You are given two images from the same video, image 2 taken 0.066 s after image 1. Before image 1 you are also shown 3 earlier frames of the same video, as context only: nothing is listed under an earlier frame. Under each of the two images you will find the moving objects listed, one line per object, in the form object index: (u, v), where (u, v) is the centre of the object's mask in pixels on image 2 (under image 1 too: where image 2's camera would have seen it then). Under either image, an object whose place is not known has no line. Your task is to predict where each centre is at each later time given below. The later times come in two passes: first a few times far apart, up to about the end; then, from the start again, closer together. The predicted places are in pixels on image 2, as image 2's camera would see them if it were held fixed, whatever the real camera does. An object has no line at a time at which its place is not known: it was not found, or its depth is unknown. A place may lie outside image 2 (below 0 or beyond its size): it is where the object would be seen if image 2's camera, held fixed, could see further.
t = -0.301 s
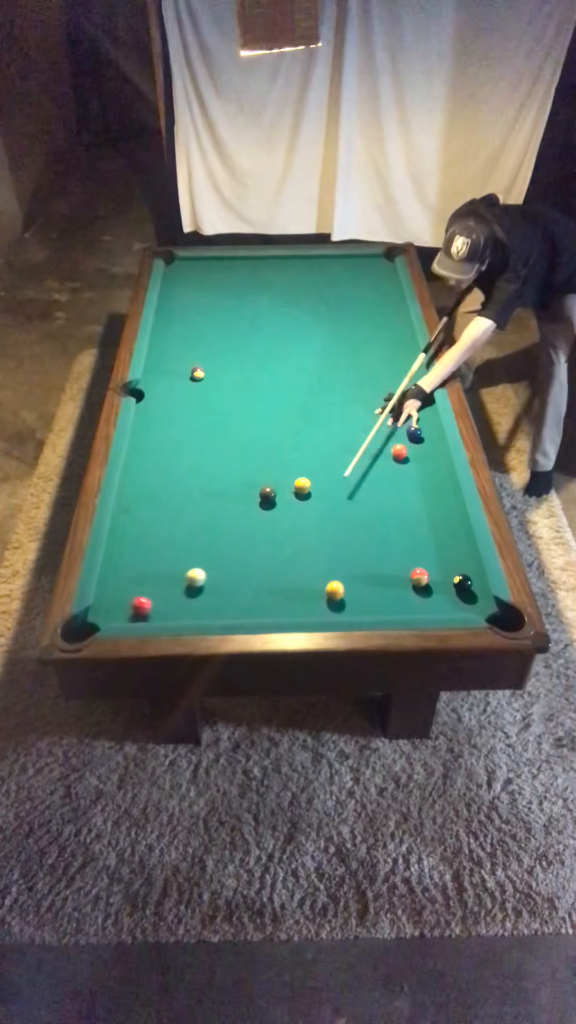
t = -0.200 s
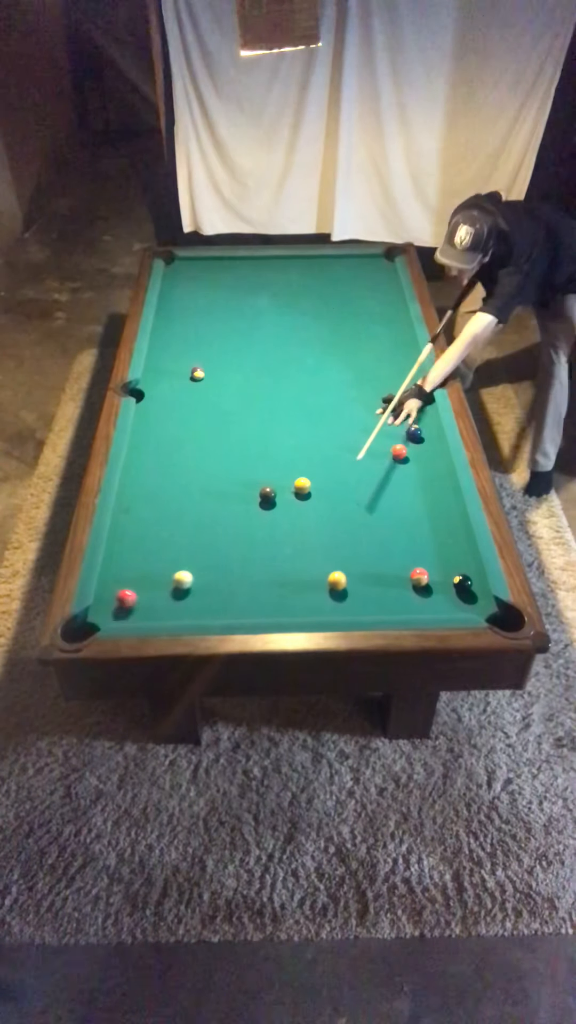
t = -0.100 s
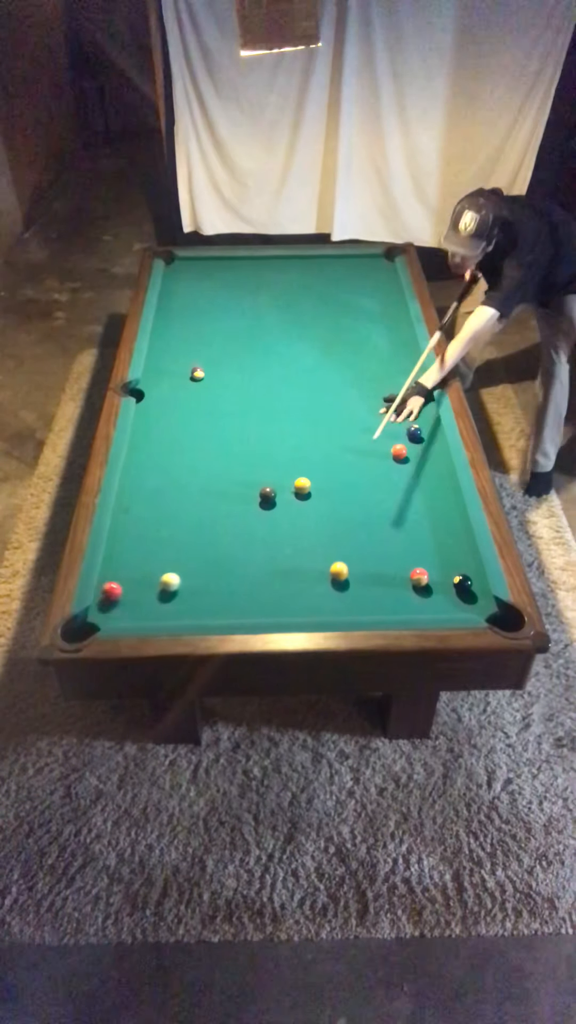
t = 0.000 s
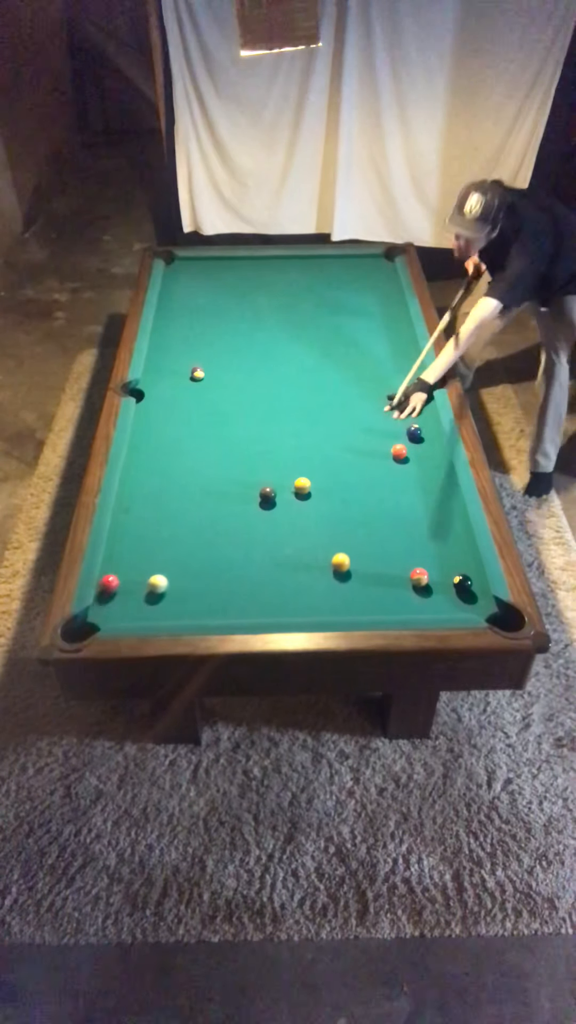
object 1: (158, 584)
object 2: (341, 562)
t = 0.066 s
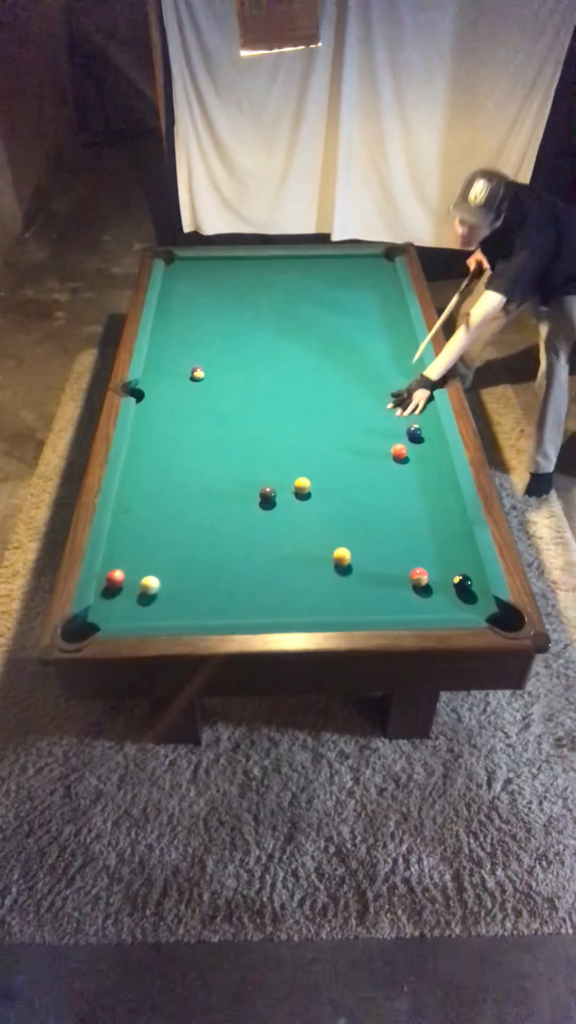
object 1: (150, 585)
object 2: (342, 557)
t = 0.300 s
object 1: (123, 589)
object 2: (345, 538)
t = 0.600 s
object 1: (110, 591)
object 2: (348, 517)
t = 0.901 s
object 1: (123, 590)
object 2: (351, 499)
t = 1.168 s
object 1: (133, 589)
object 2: (352, 486)
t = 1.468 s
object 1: (139, 586)
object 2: (354, 473)
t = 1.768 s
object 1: (143, 583)
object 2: (356, 462)
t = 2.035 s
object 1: (144, 582)
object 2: (358, 453)
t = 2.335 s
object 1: (144, 581)
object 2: (360, 445)
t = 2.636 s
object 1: (144, 581)
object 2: (362, 438)
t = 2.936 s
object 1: (144, 581)
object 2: (364, 433)
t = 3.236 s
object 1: (144, 581)
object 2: (366, 429)
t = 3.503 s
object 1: (144, 582)
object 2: (367, 427)
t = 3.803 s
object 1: (144, 582)
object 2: (368, 426)
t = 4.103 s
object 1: (144, 582)
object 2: (368, 426)
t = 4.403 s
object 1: (144, 582)
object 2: (368, 426)
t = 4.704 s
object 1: (144, 581)
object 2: (368, 426)
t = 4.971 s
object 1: (144, 582)
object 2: (368, 426)
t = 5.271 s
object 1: (144, 582)
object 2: (368, 426)
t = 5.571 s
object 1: (144, 582)
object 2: (368, 426)
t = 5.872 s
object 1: (144, 582)
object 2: (368, 426)
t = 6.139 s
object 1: (144, 582)
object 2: (368, 426)
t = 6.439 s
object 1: (144, 582)
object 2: (368, 426)
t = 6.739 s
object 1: (144, 582)
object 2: (368, 426)
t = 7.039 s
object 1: (144, 582)
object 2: (368, 426)
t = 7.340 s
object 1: (144, 582)
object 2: (368, 426)
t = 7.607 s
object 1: (144, 582)
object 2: (368, 426)
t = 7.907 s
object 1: (144, 582)
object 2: (368, 426)
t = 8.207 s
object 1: (144, 582)
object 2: (368, 426)
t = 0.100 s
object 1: (145, 586)
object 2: (342, 554)
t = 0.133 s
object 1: (142, 587)
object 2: (343, 551)
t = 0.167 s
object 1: (138, 587)
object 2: (343, 549)
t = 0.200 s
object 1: (134, 588)
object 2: (344, 546)
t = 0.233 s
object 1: (130, 588)
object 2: (344, 543)
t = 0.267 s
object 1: (126, 589)
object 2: (345, 541)
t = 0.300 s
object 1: (123, 589)
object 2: (345, 538)
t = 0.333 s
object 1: (119, 590)
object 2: (346, 536)
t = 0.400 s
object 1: (112, 590)
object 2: (346, 531)
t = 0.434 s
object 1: (108, 591)
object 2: (347, 528)
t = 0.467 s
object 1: (105, 591)
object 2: (347, 526)
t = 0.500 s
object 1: (105, 591)
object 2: (348, 524)
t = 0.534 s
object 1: (107, 591)
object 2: (348, 522)
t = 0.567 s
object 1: (108, 591)
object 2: (348, 520)
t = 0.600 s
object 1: (110, 591)
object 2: (348, 517)
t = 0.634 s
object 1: (112, 591)
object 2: (349, 515)
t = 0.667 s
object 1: (114, 591)
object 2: (349, 513)
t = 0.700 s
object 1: (115, 591)
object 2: (349, 511)
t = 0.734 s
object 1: (116, 591)
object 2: (349, 509)
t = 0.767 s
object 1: (118, 591)
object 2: (350, 507)
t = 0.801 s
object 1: (119, 590)
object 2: (350, 505)
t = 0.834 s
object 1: (121, 590)
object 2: (350, 503)
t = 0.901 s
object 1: (123, 590)
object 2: (351, 499)
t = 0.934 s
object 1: (125, 590)
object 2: (351, 498)
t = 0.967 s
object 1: (126, 590)
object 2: (351, 496)
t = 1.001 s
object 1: (127, 590)
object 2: (351, 494)
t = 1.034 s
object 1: (128, 589)
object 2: (352, 493)
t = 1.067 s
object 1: (130, 589)
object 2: (352, 491)
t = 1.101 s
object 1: (131, 589)
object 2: (352, 489)
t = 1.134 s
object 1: (132, 589)
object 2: (352, 487)
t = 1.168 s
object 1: (133, 589)
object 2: (352, 486)
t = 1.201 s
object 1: (134, 588)
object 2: (352, 484)
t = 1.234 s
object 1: (134, 588)
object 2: (353, 483)
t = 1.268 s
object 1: (135, 588)
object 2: (353, 481)
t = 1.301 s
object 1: (136, 588)
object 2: (353, 480)
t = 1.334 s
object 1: (137, 587)
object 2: (353, 478)
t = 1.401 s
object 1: (138, 587)
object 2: (354, 476)
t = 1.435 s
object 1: (139, 586)
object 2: (354, 474)
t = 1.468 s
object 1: (139, 586)
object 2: (354, 473)
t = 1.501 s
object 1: (140, 586)
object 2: (355, 471)
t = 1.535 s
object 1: (140, 585)
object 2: (355, 470)
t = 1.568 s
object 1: (141, 585)
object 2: (355, 469)
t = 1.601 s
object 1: (141, 585)
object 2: (355, 467)
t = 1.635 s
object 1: (142, 584)
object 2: (355, 466)
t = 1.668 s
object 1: (142, 584)
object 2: (356, 465)
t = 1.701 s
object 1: (142, 584)
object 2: (356, 464)
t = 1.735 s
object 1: (143, 583)
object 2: (356, 463)
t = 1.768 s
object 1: (143, 583)
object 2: (356, 462)
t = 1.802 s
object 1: (143, 583)
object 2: (356, 460)
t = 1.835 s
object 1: (143, 583)
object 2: (357, 459)
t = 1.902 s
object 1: (143, 582)
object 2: (357, 457)
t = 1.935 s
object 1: (144, 582)
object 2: (358, 456)
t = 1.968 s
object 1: (144, 582)
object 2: (358, 455)
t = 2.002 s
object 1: (144, 582)
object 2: (358, 454)
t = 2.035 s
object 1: (144, 582)
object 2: (358, 453)
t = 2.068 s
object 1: (144, 582)
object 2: (358, 452)
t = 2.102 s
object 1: (144, 582)
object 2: (359, 451)
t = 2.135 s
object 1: (144, 581)
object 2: (359, 450)
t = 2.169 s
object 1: (144, 581)
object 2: (359, 449)
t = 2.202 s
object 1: (144, 581)
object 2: (359, 448)
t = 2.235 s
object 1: (144, 581)
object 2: (359, 448)
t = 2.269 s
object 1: (144, 581)
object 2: (360, 447)
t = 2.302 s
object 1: (144, 581)
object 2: (360, 446)
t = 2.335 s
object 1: (144, 581)
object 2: (360, 445)
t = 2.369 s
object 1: (144, 581)
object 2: (360, 444)
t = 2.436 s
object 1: (144, 581)
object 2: (361, 443)
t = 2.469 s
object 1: (144, 581)
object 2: (361, 442)
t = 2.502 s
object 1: (144, 581)
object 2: (361, 441)
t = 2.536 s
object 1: (144, 581)
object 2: (362, 440)
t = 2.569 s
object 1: (144, 581)
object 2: (362, 440)
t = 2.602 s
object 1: (144, 581)
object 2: (362, 439)
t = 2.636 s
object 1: (144, 581)
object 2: (362, 438)
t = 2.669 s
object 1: (144, 581)
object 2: (362, 438)
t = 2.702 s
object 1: (144, 581)
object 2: (363, 437)
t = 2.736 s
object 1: (144, 581)
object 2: (363, 436)
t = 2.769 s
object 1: (144, 581)
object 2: (363, 436)
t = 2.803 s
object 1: (144, 581)
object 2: (363, 435)
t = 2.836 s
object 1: (144, 581)
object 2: (363, 435)
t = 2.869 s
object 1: (144, 581)
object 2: (364, 434)
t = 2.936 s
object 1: (144, 581)
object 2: (364, 433)
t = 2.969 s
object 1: (144, 581)
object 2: (364, 432)
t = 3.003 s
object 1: (144, 581)
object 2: (365, 432)
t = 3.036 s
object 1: (144, 581)
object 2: (365, 432)
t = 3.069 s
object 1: (144, 581)
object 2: (365, 431)
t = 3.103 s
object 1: (144, 581)
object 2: (365, 431)
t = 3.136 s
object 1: (144, 581)
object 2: (365, 430)
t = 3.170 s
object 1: (144, 581)
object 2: (365, 430)
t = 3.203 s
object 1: (144, 581)
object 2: (366, 430)
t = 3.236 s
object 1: (144, 581)
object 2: (366, 429)
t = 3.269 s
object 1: (144, 581)
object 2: (366, 429)
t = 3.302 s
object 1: (144, 582)
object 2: (366, 429)
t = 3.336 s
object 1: (144, 582)
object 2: (366, 428)
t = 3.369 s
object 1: (144, 582)
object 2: (367, 428)
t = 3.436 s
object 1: (144, 582)
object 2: (367, 428)
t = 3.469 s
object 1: (144, 582)
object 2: (367, 427)
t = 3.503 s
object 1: (144, 582)
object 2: (367, 427)
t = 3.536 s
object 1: (144, 582)
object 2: (367, 427)
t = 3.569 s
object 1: (144, 582)
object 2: (368, 427)
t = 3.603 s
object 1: (144, 582)
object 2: (368, 427)
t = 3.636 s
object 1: (144, 582)
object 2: (368, 426)
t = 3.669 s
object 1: (144, 581)
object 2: (368, 426)
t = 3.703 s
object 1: (144, 581)
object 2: (368, 426)
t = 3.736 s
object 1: (144, 582)
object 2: (368, 426)
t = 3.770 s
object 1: (144, 582)
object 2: (368, 426)
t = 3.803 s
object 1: (144, 582)
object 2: (368, 426)
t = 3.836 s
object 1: (144, 582)
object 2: (368, 426)
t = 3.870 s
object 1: (144, 582)
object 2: (368, 426)
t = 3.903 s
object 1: (144, 582)
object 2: (368, 426)
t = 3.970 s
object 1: (144, 582)
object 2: (368, 426)
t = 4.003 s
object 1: (144, 582)
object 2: (368, 426)
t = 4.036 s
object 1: (144, 582)
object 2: (368, 426)
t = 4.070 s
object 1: (144, 582)
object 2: (368, 426)
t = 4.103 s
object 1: (144, 582)
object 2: (368, 426)
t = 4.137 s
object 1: (144, 582)
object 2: (368, 426)
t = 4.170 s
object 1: (144, 582)
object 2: (368, 426)
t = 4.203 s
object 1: (144, 582)
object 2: (368, 426)
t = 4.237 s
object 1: (144, 582)
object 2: (368, 426)
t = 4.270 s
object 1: (144, 582)
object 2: (368, 426)
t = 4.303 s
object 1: (144, 582)
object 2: (368, 426)
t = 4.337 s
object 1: (144, 582)
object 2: (368, 426)
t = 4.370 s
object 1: (144, 582)
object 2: (368, 426)
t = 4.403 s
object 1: (144, 582)
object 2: (368, 426)
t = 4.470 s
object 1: (144, 582)
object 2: (368, 426)
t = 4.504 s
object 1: (144, 581)
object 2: (368, 426)
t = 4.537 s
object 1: (144, 582)
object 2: (368, 426)
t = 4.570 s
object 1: (144, 581)
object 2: (368, 426)
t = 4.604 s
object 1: (144, 581)
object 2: (368, 426)
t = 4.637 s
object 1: (144, 582)
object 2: (368, 426)
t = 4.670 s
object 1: (144, 581)
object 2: (368, 426)
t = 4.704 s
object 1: (144, 581)
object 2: (368, 426)
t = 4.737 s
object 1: (144, 581)
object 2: (368, 426)
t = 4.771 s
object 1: (144, 581)
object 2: (368, 426)
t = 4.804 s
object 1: (144, 581)
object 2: (368, 426)
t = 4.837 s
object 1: (144, 581)
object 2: (368, 426)
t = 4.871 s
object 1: (144, 581)
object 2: (368, 426)
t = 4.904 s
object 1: (144, 581)
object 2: (368, 426)
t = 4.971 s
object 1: (144, 582)
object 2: (368, 426)
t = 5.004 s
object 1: (144, 582)
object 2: (368, 426)
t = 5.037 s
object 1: (144, 582)
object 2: (368, 426)
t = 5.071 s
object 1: (144, 582)
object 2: (368, 426)
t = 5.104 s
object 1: (144, 582)
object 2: (368, 426)
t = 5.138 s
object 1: (144, 582)
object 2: (368, 426)
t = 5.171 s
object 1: (144, 582)
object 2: (368, 426)
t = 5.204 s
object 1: (144, 582)
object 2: (368, 426)
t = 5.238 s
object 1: (144, 582)
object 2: (368, 426)
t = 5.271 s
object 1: (144, 582)
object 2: (368, 426)
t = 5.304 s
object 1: (144, 582)
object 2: (368, 426)
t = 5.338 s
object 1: (145, 582)
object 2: (368, 426)
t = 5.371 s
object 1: (144, 582)
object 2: (368, 426)
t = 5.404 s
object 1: (145, 581)
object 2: (368, 426)
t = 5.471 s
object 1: (142, 580)
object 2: (368, 426)
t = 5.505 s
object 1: (144, 581)
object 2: (368, 426)
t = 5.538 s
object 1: (144, 581)
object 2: (368, 426)
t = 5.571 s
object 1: (144, 582)
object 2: (368, 426)
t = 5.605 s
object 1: (144, 581)
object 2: (368, 426)
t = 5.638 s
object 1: (144, 581)
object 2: (368, 426)
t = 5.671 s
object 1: (144, 582)
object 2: (368, 426)
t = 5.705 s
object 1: (144, 582)
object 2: (368, 426)
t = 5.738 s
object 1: (144, 582)
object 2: (368, 426)
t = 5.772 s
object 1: (144, 582)
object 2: (368, 426)
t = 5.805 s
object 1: (144, 582)
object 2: (368, 426)
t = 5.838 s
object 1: (144, 582)
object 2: (368, 426)
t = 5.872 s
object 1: (144, 582)
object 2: (368, 426)
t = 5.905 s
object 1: (144, 582)
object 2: (368, 426)
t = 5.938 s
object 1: (144, 582)
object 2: (368, 426)
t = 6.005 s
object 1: (144, 582)
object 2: (368, 426)
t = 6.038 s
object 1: (144, 582)
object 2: (368, 426)
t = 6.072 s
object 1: (144, 582)
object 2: (368, 426)
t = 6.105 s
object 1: (144, 582)
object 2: (368, 426)
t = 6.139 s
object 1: (144, 582)
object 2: (368, 426)
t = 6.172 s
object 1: (144, 582)
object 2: (368, 426)
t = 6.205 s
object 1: (144, 582)
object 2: (368, 426)
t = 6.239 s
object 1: (144, 582)
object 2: (368, 426)
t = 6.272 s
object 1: (144, 582)
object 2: (368, 426)
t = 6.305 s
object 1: (144, 582)
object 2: (368, 426)
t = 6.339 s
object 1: (144, 582)
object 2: (368, 426)
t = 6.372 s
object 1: (144, 582)
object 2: (368, 426)
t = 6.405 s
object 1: (144, 582)
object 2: (368, 426)
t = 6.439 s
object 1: (144, 582)
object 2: (368, 426)
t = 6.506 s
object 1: (144, 582)
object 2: (368, 426)
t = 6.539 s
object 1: (144, 582)
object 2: (368, 426)
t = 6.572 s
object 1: (144, 582)
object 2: (368, 426)
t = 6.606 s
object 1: (144, 582)
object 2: (368, 426)
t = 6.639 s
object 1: (144, 582)
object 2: (368, 426)
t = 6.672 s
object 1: (144, 582)
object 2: (368, 426)
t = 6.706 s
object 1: (144, 582)
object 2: (368, 426)
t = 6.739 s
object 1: (144, 582)
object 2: (368, 426)
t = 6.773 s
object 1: (144, 582)
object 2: (368, 426)
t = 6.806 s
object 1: (144, 582)
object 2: (368, 426)
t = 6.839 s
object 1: (144, 582)
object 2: (368, 426)
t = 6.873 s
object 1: (144, 582)
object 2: (368, 426)
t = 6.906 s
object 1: (144, 582)
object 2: (368, 426)
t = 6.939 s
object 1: (144, 582)
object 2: (368, 426)
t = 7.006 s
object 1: (144, 582)
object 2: (368, 426)
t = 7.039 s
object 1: (144, 582)
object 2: (368, 426)
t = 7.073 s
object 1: (144, 582)
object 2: (368, 426)
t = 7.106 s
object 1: (144, 582)
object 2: (368, 426)
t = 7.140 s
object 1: (144, 582)
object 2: (368, 426)
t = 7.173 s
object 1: (144, 582)
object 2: (368, 426)
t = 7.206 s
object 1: (144, 582)
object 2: (368, 426)
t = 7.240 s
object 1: (144, 582)
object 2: (368, 426)
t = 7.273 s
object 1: (144, 582)
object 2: (368, 426)
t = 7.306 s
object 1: (144, 582)
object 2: (368, 426)
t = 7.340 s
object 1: (144, 582)
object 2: (368, 426)
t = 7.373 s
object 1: (144, 582)
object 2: (368, 426)
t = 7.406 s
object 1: (144, 582)
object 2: (368, 426)
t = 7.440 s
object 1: (144, 582)
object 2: (368, 426)
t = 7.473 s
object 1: (144, 582)
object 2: (368, 426)
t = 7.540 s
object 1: (144, 582)
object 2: (368, 426)
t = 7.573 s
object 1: (144, 582)
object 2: (368, 426)
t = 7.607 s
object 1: (144, 582)
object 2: (368, 426)
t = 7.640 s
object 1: (144, 582)
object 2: (368, 426)
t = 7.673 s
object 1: (144, 582)
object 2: (368, 426)
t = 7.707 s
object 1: (144, 582)
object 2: (368, 426)
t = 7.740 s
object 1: (144, 582)
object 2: (368, 426)
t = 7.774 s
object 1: (144, 582)
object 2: (368, 426)
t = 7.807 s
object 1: (144, 582)
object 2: (368, 426)
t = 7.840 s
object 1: (144, 582)
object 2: (368, 426)
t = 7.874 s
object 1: (144, 582)
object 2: (368, 426)
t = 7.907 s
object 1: (144, 582)
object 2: (368, 426)
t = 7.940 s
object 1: (144, 582)
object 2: (368, 426)
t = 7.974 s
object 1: (144, 582)
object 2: (368, 426)
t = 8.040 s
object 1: (144, 582)
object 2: (368, 426)
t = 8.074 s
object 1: (144, 582)
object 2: (368, 426)
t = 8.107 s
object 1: (144, 582)
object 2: (368, 426)
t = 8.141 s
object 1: (144, 582)
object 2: (368, 426)
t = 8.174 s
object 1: (144, 582)
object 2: (368, 426)
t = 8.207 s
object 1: (144, 582)
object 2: (368, 426)
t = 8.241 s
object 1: (144, 582)
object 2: (368, 426)
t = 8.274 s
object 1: (144, 582)
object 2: (368, 426)
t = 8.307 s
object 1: (144, 582)
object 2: (368, 426)
